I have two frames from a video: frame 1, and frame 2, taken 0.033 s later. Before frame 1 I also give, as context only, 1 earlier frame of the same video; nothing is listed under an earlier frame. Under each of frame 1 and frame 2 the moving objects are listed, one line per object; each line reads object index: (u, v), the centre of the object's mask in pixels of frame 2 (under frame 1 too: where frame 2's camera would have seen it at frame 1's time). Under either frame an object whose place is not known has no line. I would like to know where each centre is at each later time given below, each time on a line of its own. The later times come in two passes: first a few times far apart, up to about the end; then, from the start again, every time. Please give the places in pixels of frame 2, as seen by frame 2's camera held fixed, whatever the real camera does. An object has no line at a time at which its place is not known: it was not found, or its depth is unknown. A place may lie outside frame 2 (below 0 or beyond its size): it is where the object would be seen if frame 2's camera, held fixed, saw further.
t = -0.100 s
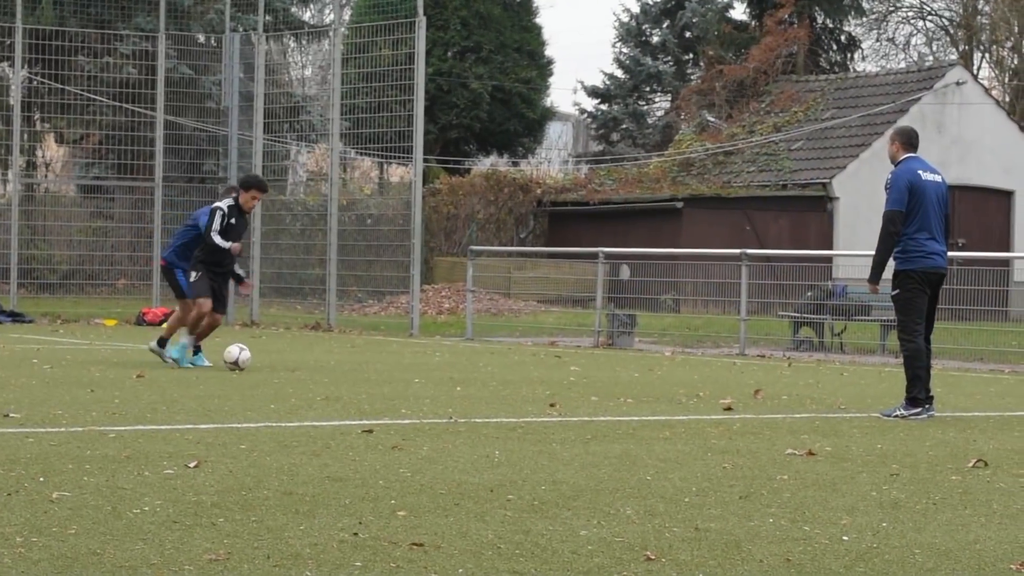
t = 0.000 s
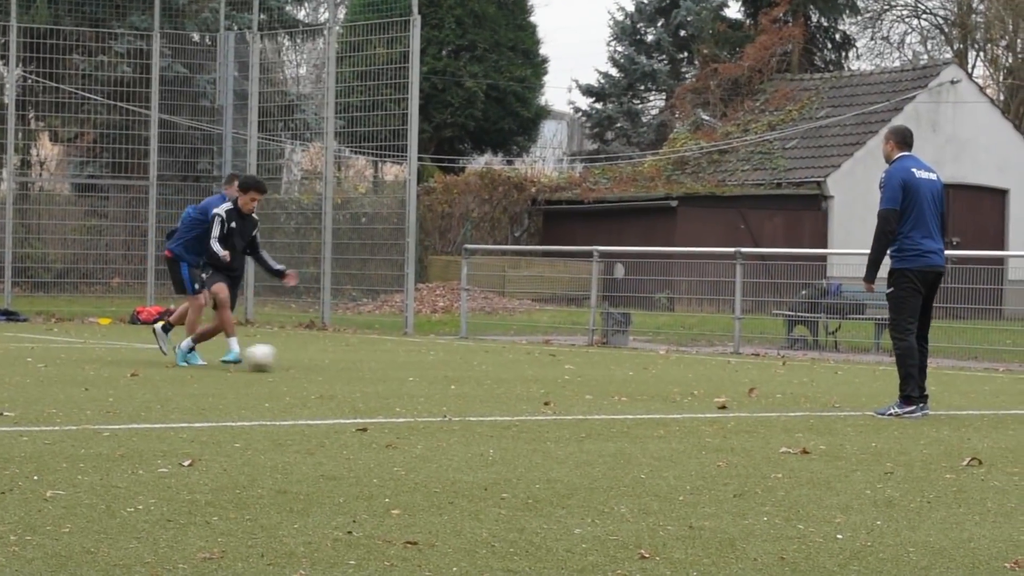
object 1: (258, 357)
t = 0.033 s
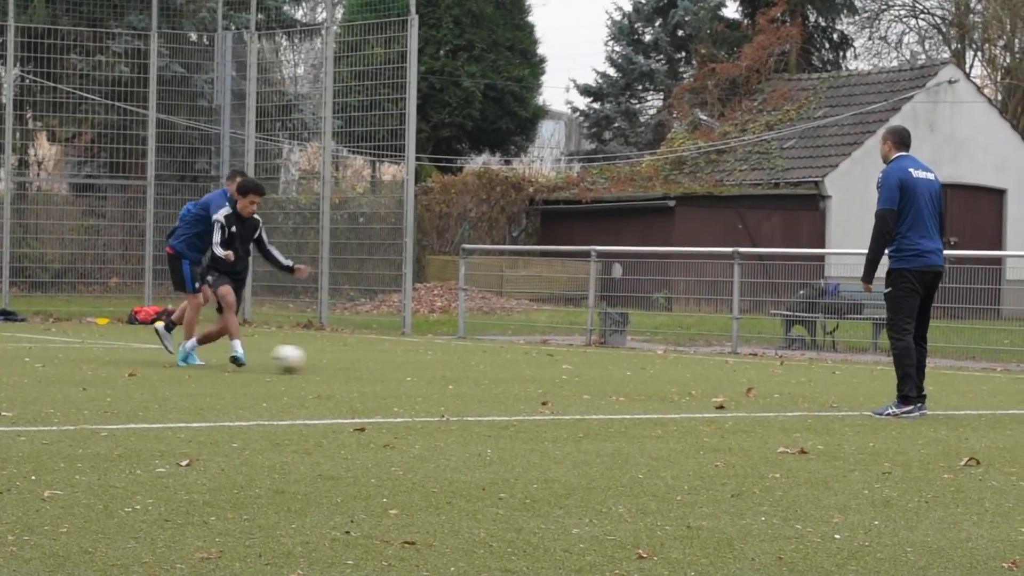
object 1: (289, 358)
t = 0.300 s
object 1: (529, 372)
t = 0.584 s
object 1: (764, 384)
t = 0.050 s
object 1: (304, 360)
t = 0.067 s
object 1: (319, 361)
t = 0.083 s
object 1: (335, 362)
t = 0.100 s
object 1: (351, 363)
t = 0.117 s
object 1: (366, 363)
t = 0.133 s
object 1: (381, 363)
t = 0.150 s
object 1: (396, 364)
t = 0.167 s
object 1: (411, 365)
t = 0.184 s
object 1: (426, 366)
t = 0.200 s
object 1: (441, 367)
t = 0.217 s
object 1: (456, 368)
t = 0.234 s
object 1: (470, 368)
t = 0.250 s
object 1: (485, 369)
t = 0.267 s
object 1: (499, 370)
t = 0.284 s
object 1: (514, 370)
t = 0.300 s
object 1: (529, 372)
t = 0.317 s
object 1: (543, 372)
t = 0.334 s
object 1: (558, 373)
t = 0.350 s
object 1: (572, 374)
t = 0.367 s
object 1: (587, 375)
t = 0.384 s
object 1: (601, 376)
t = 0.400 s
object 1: (615, 376)
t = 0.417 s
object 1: (629, 377)
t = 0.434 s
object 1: (643, 378)
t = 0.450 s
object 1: (657, 378)
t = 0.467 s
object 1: (671, 379)
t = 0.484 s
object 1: (684, 380)
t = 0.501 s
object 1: (697, 380)
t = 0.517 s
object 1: (711, 380)
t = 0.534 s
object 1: (725, 381)
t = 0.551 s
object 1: (738, 382)
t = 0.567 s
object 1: (752, 383)
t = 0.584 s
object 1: (764, 384)
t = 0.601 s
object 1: (778, 385)
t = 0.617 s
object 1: (791, 385)
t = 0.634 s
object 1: (803, 386)
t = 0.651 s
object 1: (817, 386)
